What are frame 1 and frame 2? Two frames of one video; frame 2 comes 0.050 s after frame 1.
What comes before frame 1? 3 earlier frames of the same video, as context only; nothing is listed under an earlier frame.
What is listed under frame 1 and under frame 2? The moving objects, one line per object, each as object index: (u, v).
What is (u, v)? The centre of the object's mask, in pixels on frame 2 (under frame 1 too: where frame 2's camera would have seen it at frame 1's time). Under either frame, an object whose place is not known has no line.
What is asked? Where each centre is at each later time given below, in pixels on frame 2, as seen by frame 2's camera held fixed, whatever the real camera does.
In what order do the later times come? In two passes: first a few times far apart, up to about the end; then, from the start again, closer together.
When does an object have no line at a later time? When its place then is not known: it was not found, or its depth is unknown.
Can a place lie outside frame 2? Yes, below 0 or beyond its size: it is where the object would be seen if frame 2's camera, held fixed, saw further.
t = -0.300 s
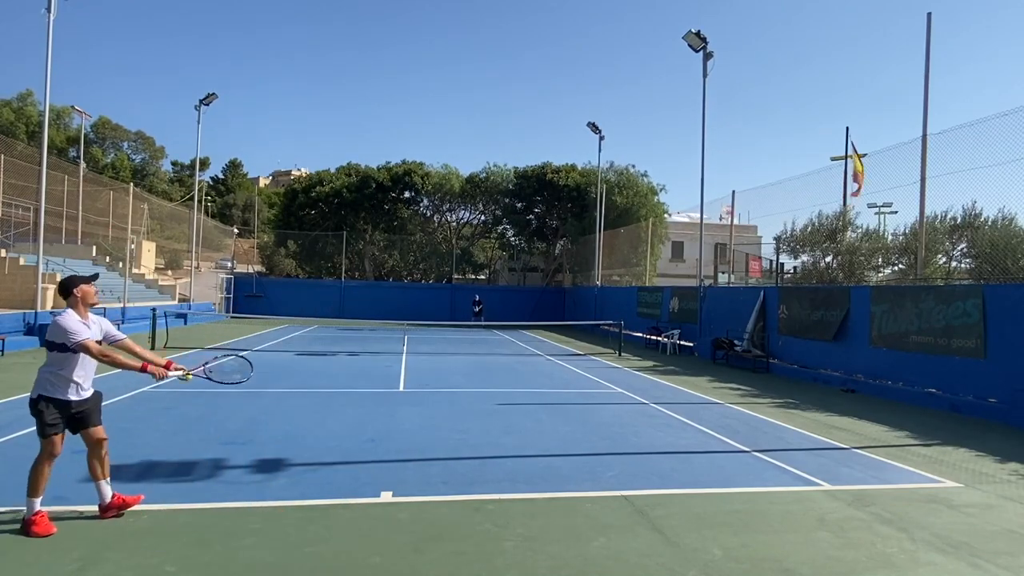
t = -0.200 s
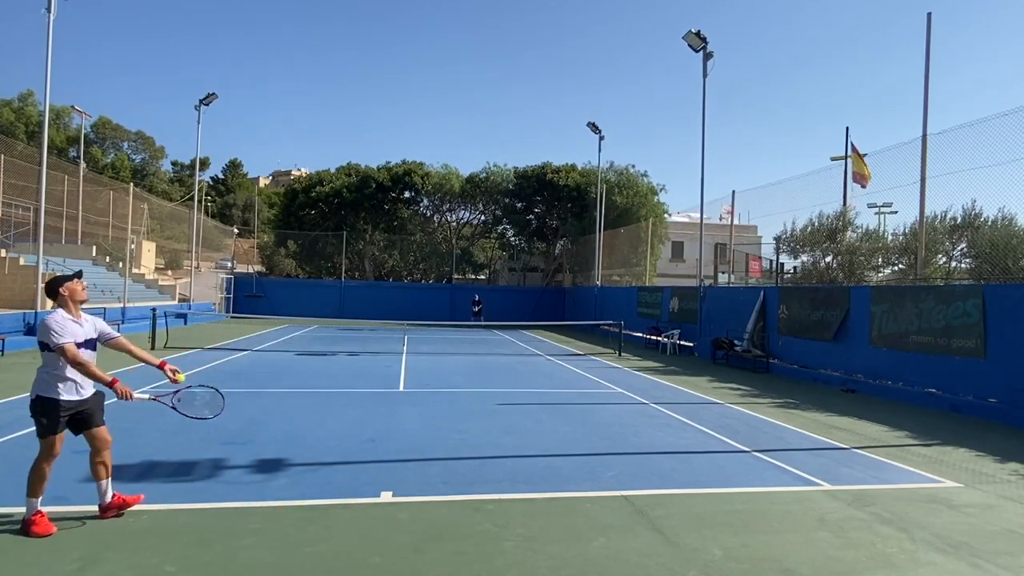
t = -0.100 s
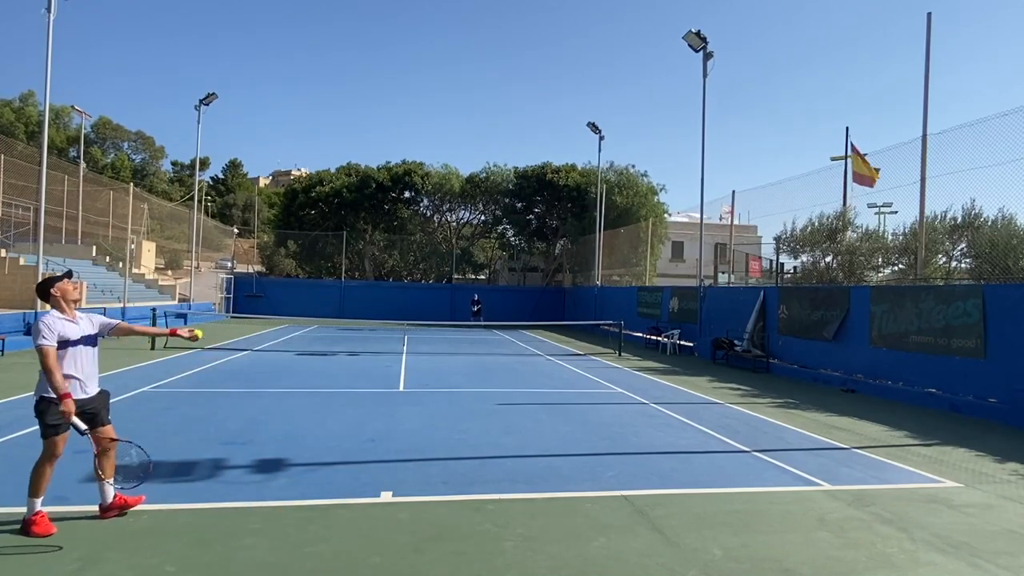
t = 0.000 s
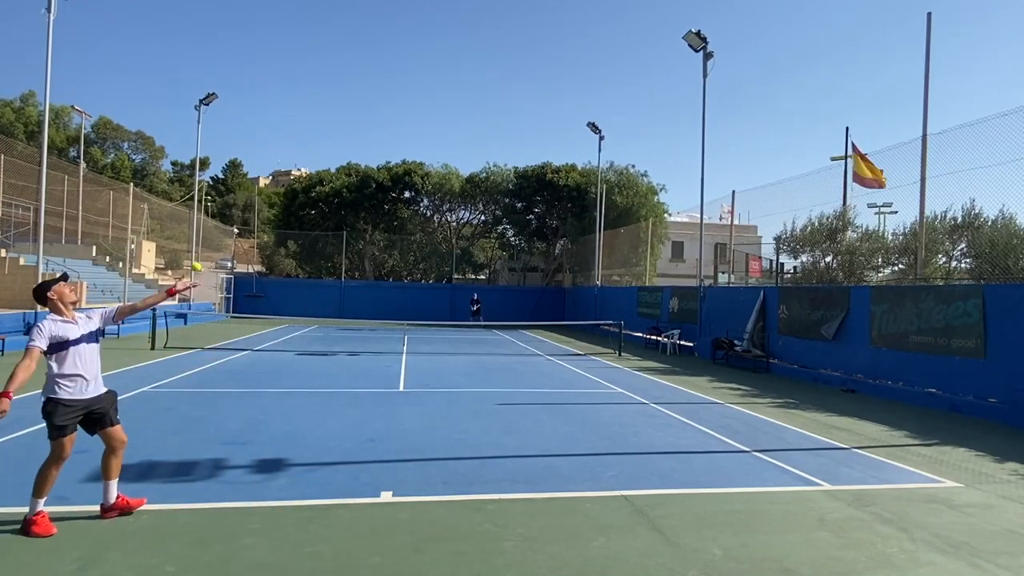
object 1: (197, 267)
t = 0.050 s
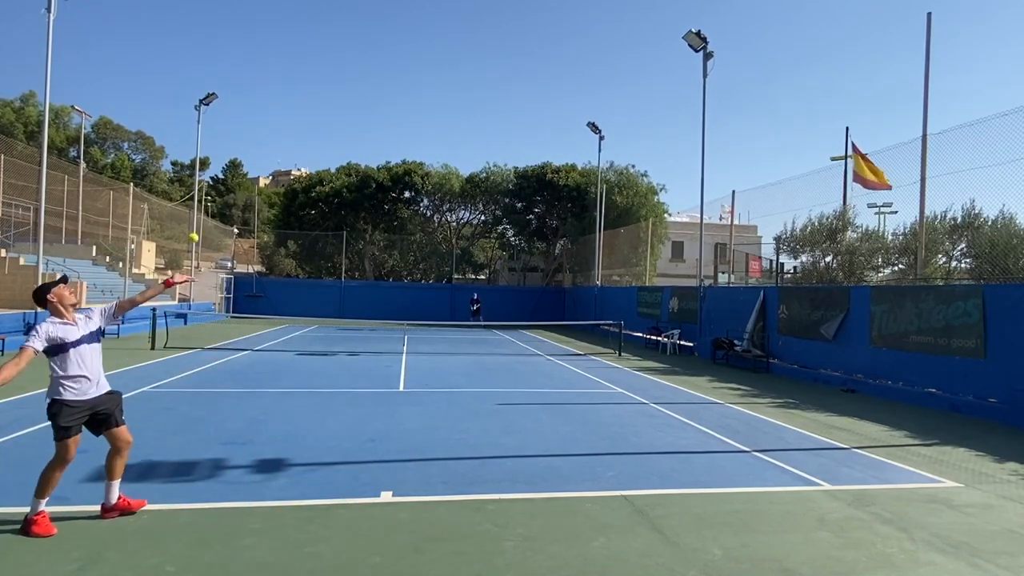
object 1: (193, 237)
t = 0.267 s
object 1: (182, 151)
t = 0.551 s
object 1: (165, 131)
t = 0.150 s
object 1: (188, 189)
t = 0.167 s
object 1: (187, 183)
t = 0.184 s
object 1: (186, 177)
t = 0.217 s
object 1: (184, 166)
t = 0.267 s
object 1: (182, 151)
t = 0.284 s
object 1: (181, 147)
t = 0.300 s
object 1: (180, 144)
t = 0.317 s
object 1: (179, 140)
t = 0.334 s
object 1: (178, 138)
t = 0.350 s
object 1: (177, 135)
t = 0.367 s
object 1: (176, 133)
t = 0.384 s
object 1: (175, 131)
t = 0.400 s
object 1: (174, 129)
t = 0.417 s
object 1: (173, 128)
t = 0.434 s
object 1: (172, 127)
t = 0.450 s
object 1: (171, 127)
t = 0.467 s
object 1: (170, 127)
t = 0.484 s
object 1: (169, 127)
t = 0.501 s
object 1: (168, 128)
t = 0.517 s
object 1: (167, 128)
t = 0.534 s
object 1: (166, 129)
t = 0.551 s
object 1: (165, 131)
